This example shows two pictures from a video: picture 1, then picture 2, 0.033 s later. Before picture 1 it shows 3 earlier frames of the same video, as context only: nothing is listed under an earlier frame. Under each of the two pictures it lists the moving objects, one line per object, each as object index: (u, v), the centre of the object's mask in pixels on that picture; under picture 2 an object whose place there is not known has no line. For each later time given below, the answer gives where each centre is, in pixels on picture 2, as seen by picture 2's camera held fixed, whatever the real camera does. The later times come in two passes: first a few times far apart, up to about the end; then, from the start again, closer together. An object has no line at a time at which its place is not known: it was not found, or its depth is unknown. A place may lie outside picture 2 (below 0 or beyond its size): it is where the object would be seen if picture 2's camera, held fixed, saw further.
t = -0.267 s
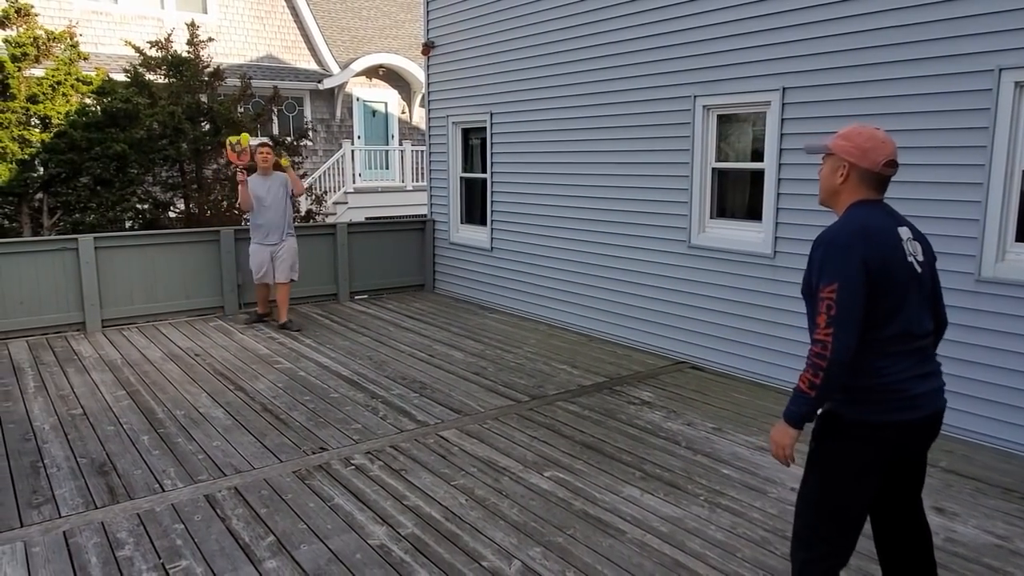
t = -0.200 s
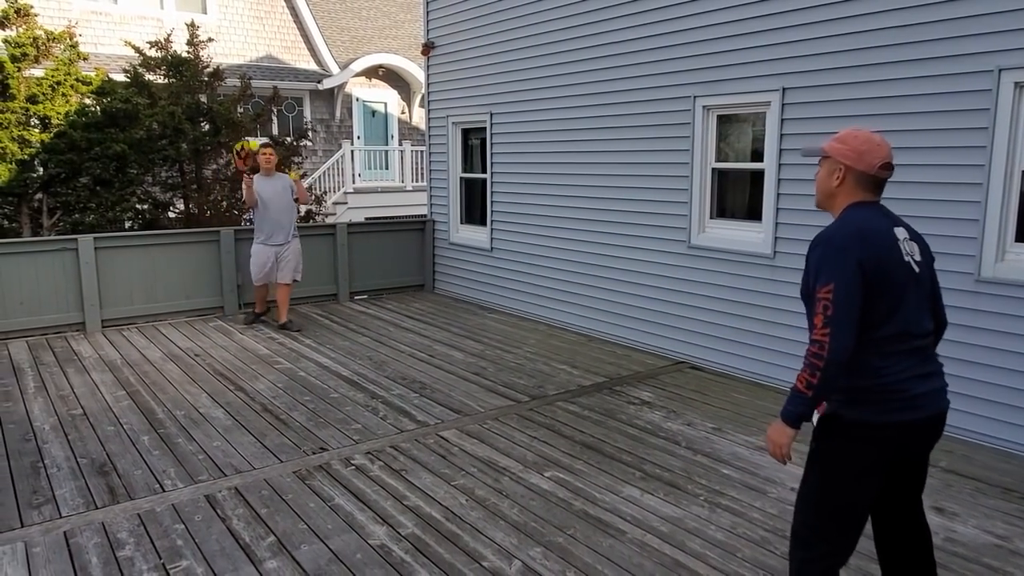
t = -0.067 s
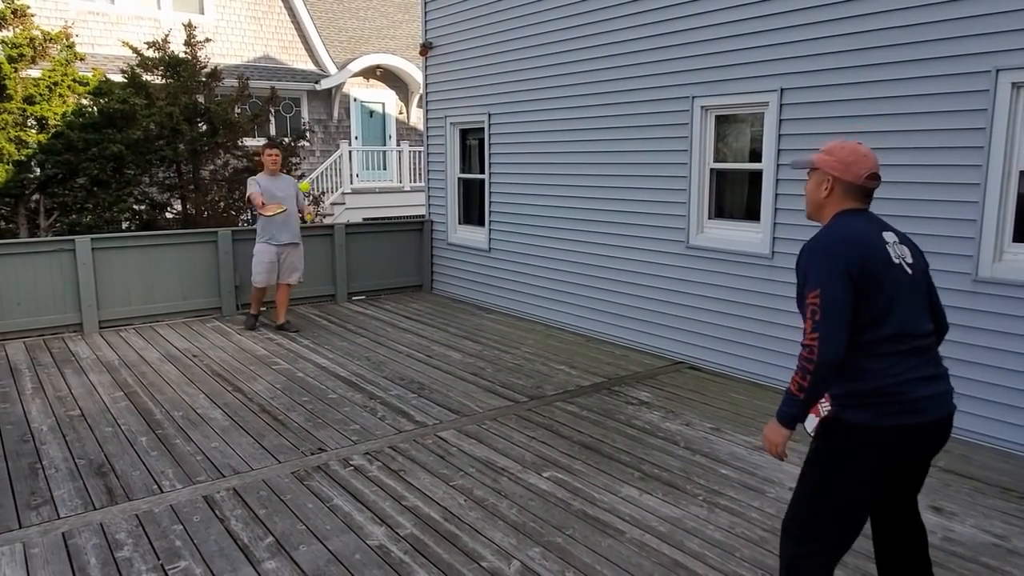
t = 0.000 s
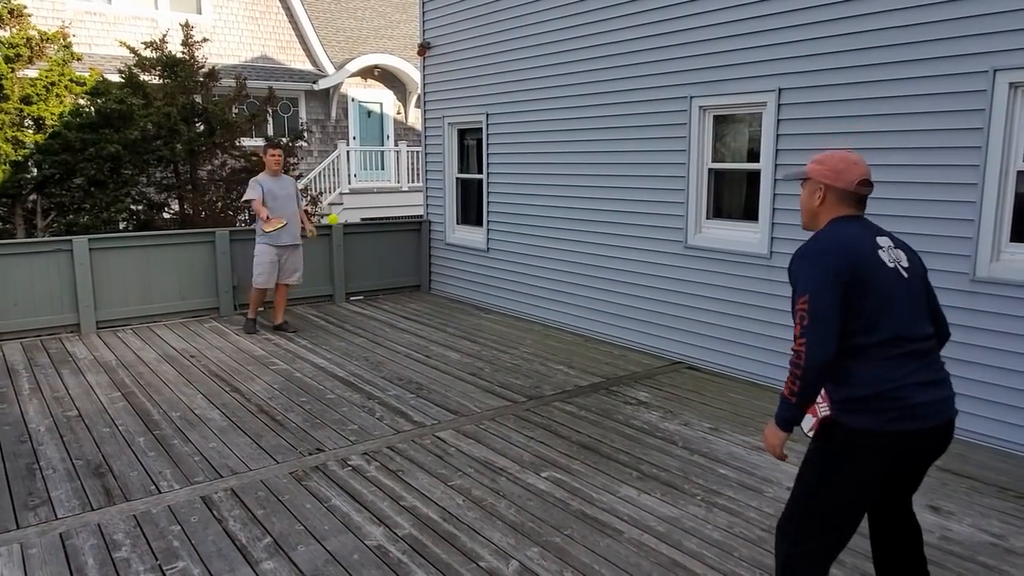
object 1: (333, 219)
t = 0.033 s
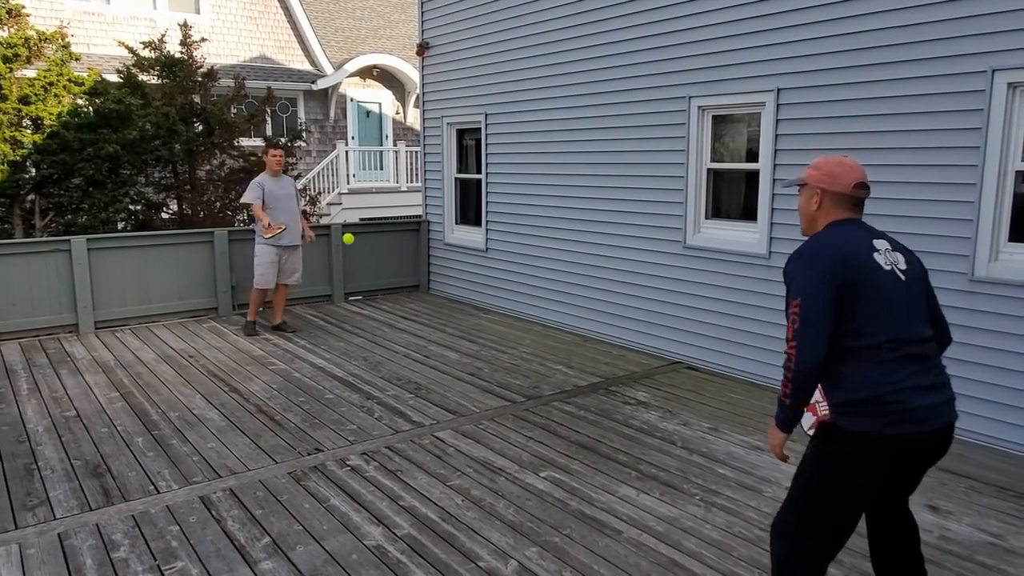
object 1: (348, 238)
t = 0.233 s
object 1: (461, 409)
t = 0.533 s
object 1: (576, 349)
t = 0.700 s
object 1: (658, 371)
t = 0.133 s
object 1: (401, 311)
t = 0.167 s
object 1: (420, 341)
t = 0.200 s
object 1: (440, 374)
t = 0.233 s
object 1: (461, 409)
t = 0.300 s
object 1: (487, 409)
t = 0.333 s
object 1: (498, 396)
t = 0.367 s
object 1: (510, 384)
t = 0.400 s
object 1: (522, 374)
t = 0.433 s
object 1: (535, 365)
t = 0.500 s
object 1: (561, 353)
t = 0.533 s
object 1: (576, 349)
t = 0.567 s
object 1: (591, 349)
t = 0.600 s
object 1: (606, 350)
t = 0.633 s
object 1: (623, 354)
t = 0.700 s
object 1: (658, 371)
